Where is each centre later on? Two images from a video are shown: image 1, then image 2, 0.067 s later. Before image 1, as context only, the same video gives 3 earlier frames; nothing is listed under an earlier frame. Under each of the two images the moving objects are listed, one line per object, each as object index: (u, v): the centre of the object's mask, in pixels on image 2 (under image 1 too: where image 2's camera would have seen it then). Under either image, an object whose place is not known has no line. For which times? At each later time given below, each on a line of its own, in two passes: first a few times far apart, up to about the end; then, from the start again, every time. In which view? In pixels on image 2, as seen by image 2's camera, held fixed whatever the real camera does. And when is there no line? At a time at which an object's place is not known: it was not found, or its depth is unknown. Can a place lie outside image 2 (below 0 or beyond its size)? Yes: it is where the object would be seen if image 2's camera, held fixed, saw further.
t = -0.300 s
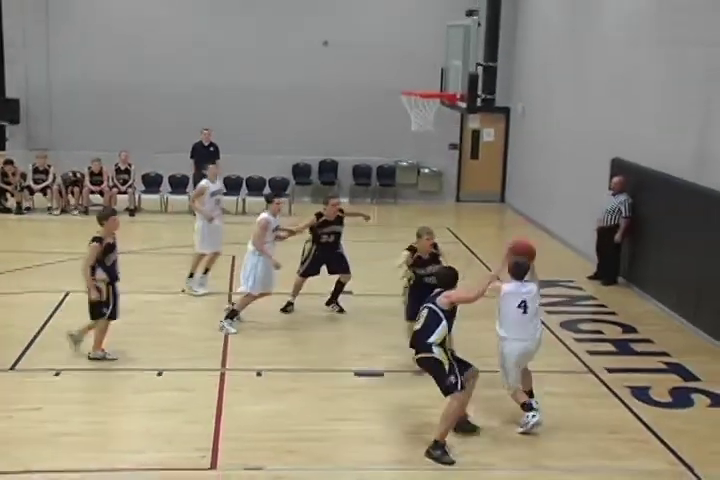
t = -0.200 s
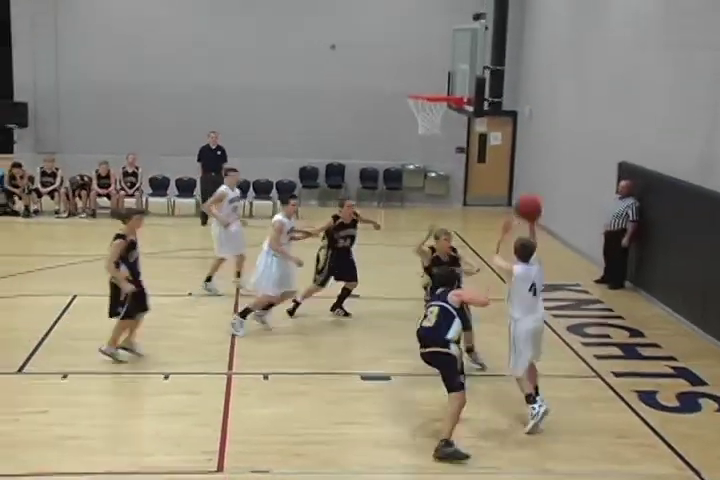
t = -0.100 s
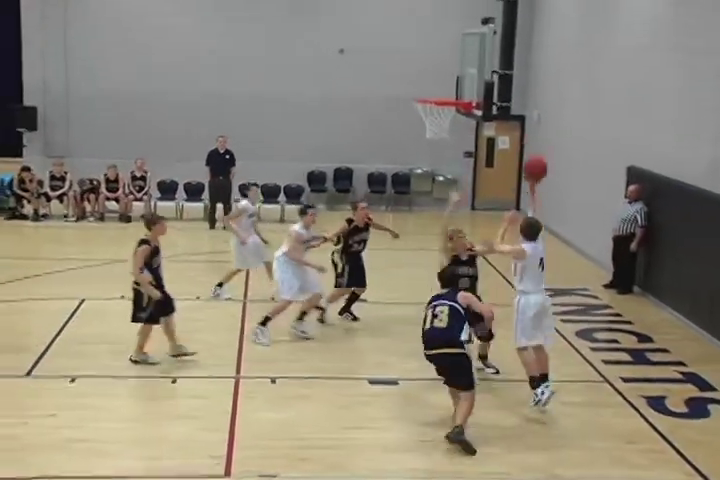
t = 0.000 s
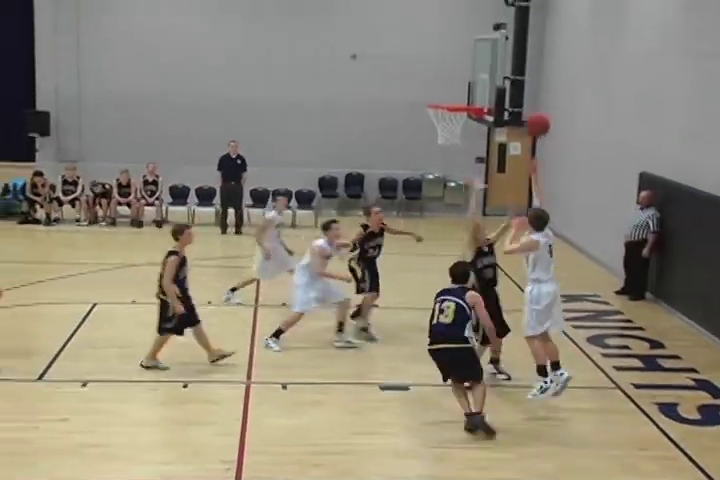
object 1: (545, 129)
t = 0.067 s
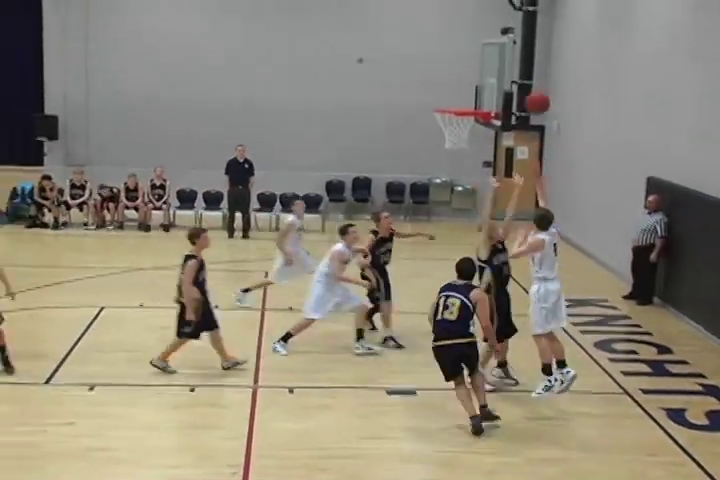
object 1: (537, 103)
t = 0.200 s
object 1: (525, 65)
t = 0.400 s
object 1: (504, 42)
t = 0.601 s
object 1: (483, 55)
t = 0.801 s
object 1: (464, 97)
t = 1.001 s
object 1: (461, 123)
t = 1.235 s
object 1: (462, 140)
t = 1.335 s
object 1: (459, 151)
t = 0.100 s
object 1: (534, 91)
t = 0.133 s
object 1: (531, 81)
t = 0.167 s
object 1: (528, 73)
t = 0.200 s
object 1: (525, 65)
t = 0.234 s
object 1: (521, 58)
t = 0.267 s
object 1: (517, 53)
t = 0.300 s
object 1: (514, 49)
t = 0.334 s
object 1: (510, 46)
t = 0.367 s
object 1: (507, 43)
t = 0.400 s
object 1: (504, 42)
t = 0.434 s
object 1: (499, 42)
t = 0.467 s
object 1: (497, 42)
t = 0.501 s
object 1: (494, 44)
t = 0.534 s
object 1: (490, 47)
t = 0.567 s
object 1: (487, 50)
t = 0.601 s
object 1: (483, 55)
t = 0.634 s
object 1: (480, 60)
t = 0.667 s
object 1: (476, 66)
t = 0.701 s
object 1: (473, 72)
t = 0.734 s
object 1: (470, 79)
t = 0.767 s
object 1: (467, 88)
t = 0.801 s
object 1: (464, 97)
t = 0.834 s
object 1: (460, 105)
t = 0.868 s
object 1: (460, 107)
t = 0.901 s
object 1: (459, 111)
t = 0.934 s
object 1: (461, 117)
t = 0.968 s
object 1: (461, 122)
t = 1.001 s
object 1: (461, 123)
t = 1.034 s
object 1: (463, 127)
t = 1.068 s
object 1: (463, 132)
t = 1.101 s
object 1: (464, 135)
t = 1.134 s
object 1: (464, 137)
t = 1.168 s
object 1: (462, 137)
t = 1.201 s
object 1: (462, 137)
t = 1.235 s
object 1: (462, 140)
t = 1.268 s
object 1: (461, 142)
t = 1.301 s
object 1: (460, 146)
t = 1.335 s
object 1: (459, 151)
